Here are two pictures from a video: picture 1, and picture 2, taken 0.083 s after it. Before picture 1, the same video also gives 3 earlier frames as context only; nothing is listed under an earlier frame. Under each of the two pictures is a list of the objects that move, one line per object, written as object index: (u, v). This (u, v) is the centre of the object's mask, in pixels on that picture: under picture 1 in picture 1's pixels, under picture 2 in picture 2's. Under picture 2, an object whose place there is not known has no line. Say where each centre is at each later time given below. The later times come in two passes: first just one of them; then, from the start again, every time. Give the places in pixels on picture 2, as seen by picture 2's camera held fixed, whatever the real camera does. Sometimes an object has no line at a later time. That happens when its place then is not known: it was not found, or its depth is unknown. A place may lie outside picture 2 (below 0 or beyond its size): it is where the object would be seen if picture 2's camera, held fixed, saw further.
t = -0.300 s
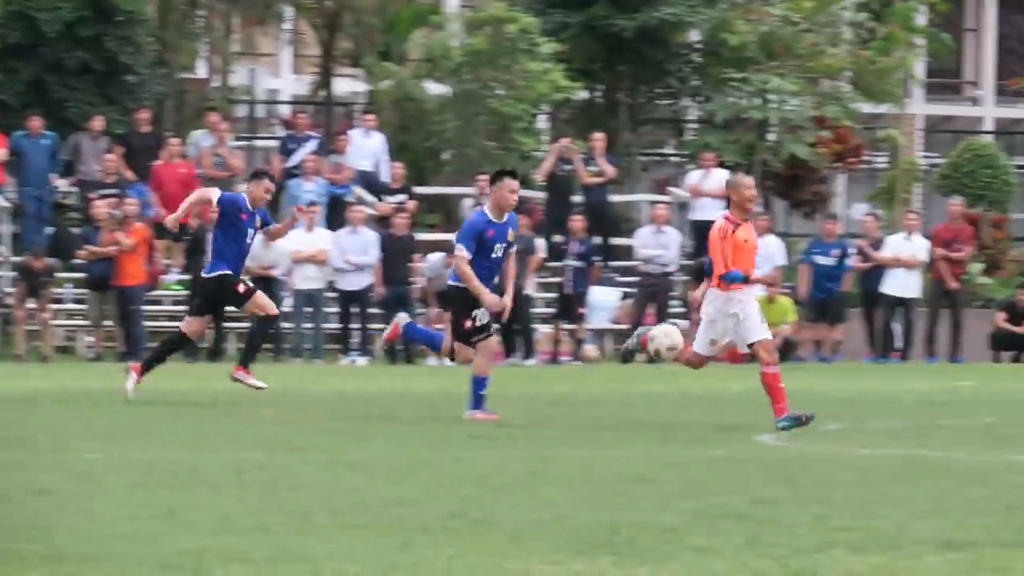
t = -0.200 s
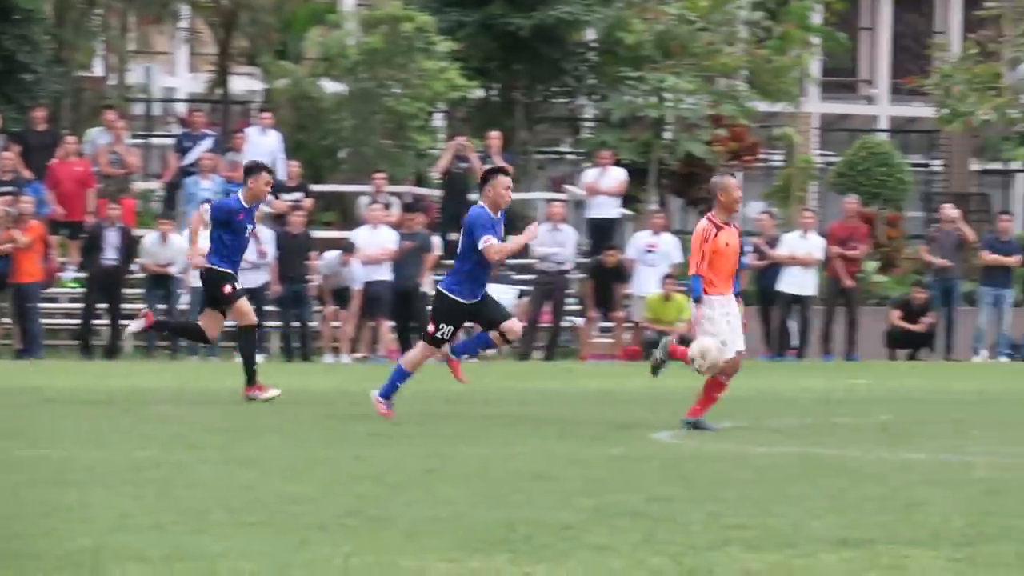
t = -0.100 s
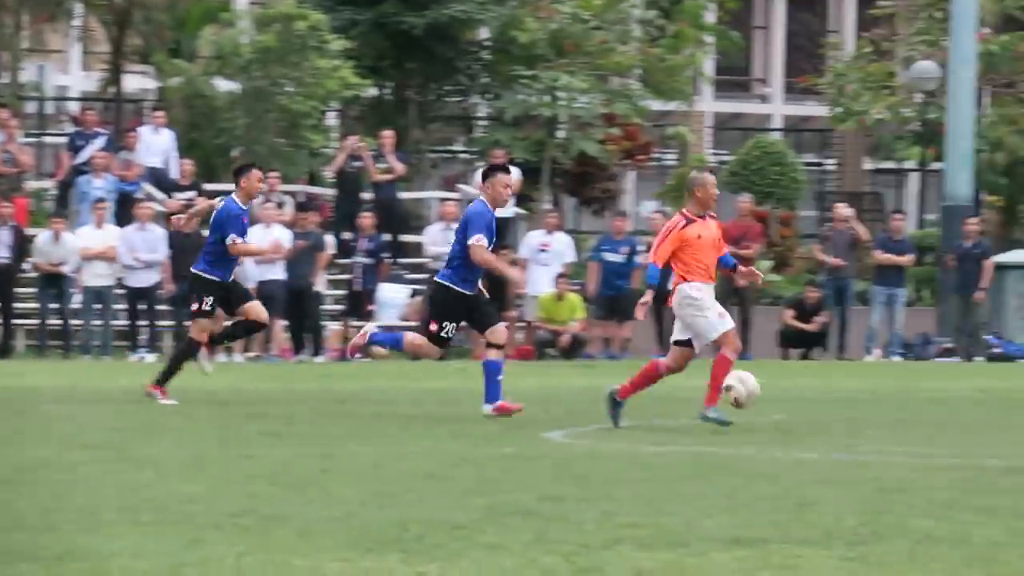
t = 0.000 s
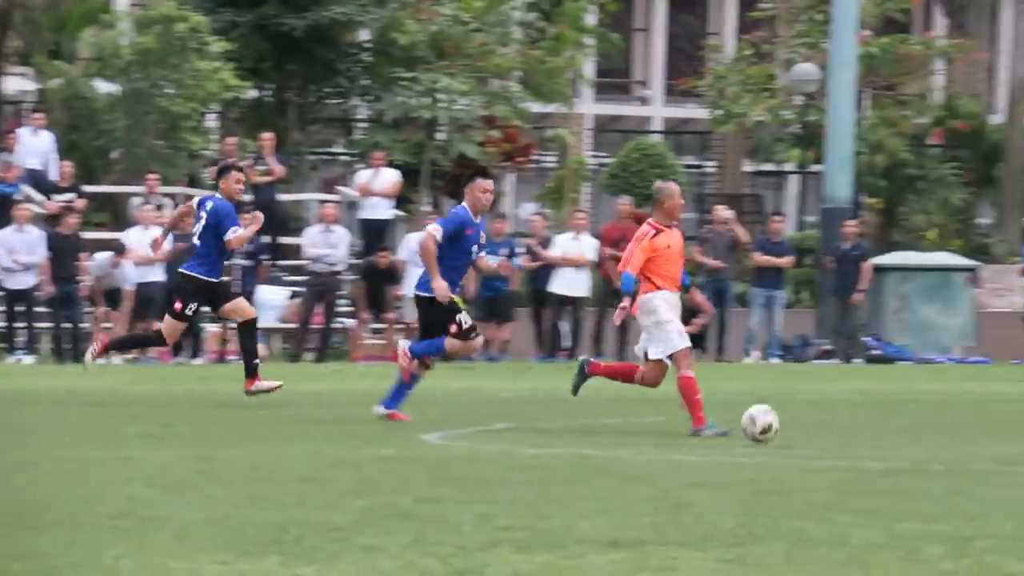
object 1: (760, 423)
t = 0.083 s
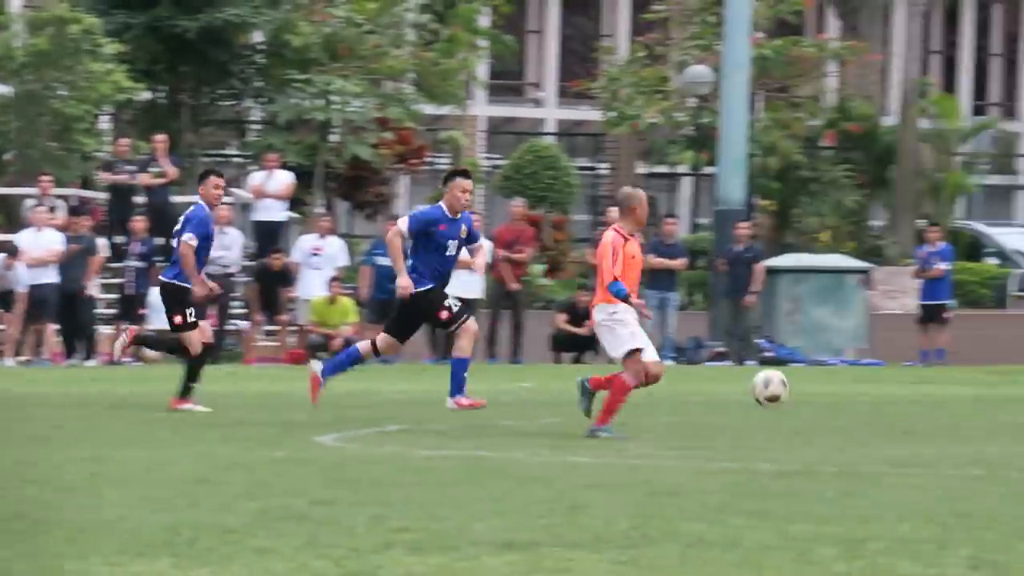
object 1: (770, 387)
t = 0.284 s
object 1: (1061, 351)
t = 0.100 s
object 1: (794, 382)
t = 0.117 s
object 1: (817, 376)
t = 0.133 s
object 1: (842, 371)
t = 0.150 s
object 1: (866, 367)
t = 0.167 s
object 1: (890, 362)
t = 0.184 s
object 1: (914, 359)
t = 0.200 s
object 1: (939, 356)
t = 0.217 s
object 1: (963, 355)
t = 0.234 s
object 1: (988, 353)
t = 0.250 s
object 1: (1012, 351)
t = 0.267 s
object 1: (1036, 351)
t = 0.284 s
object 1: (1061, 351)
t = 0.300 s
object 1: (1085, 352)
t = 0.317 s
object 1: (1109, 352)
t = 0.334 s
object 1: (1132, 355)
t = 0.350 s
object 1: (1156, 358)
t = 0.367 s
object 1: (1180, 361)
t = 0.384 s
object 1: (1203, 365)
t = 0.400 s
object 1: (1228, 368)
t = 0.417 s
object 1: (1250, 374)
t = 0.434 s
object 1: (1275, 377)
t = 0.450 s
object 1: (1301, 386)
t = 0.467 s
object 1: (1326, 391)
